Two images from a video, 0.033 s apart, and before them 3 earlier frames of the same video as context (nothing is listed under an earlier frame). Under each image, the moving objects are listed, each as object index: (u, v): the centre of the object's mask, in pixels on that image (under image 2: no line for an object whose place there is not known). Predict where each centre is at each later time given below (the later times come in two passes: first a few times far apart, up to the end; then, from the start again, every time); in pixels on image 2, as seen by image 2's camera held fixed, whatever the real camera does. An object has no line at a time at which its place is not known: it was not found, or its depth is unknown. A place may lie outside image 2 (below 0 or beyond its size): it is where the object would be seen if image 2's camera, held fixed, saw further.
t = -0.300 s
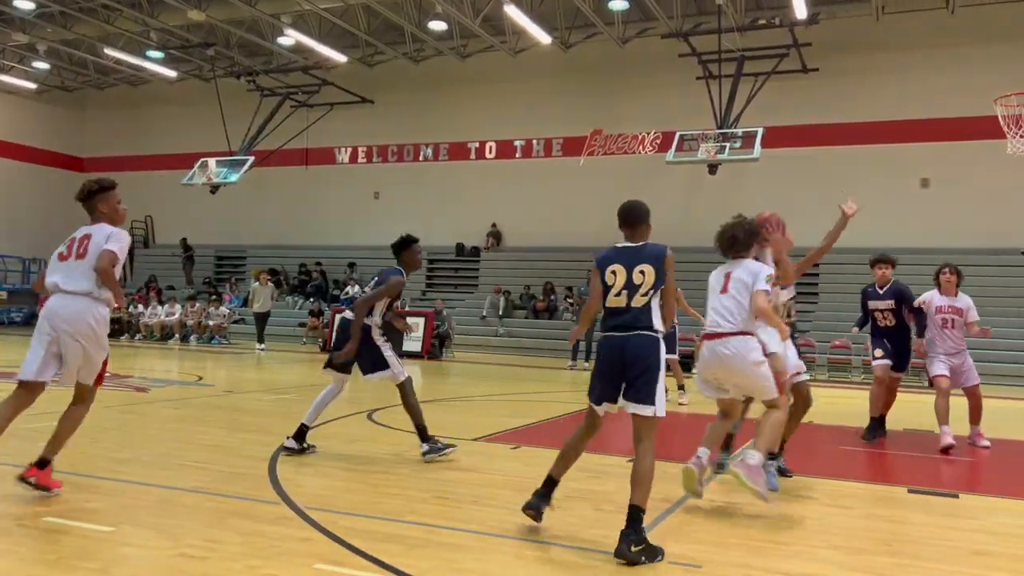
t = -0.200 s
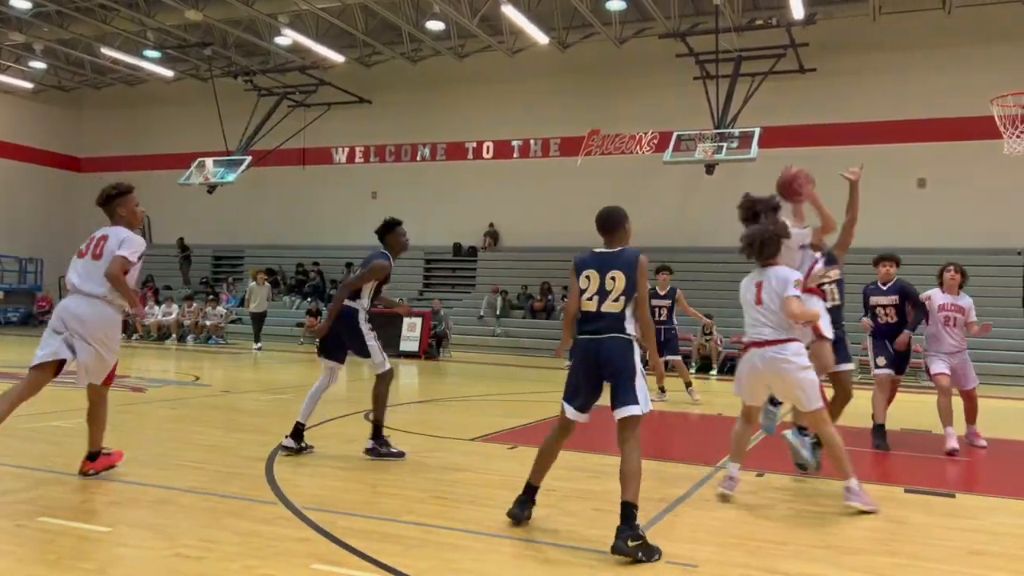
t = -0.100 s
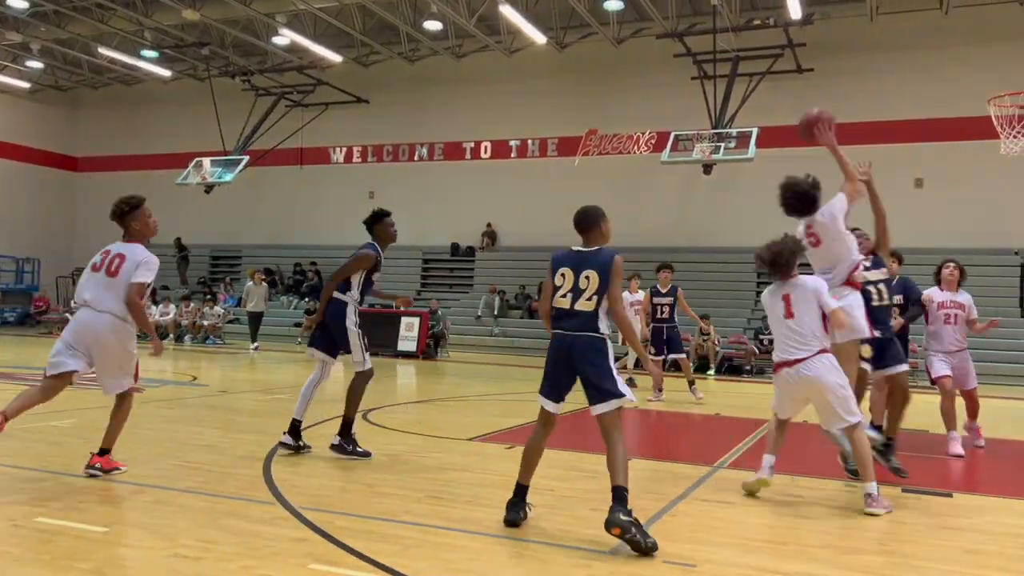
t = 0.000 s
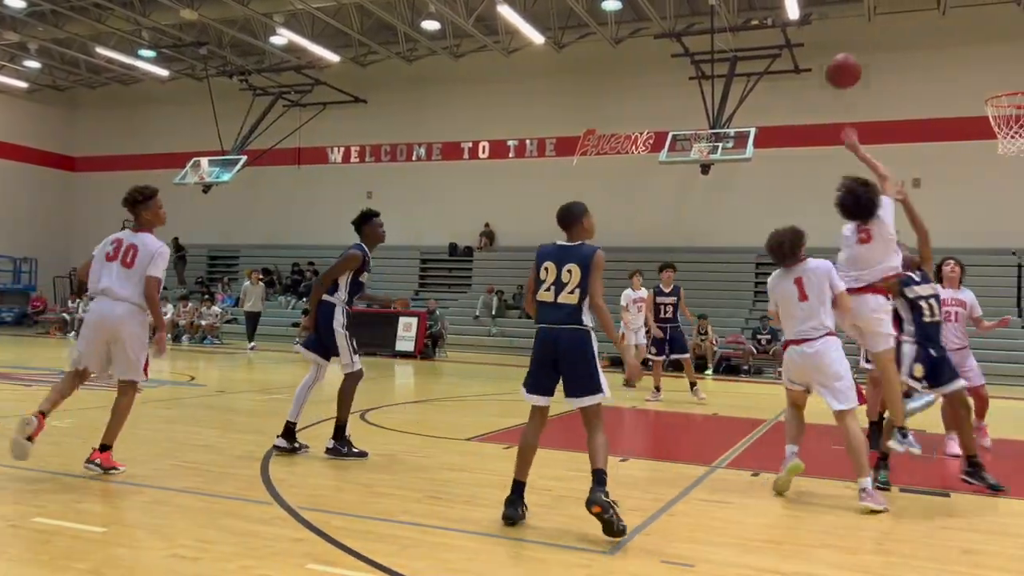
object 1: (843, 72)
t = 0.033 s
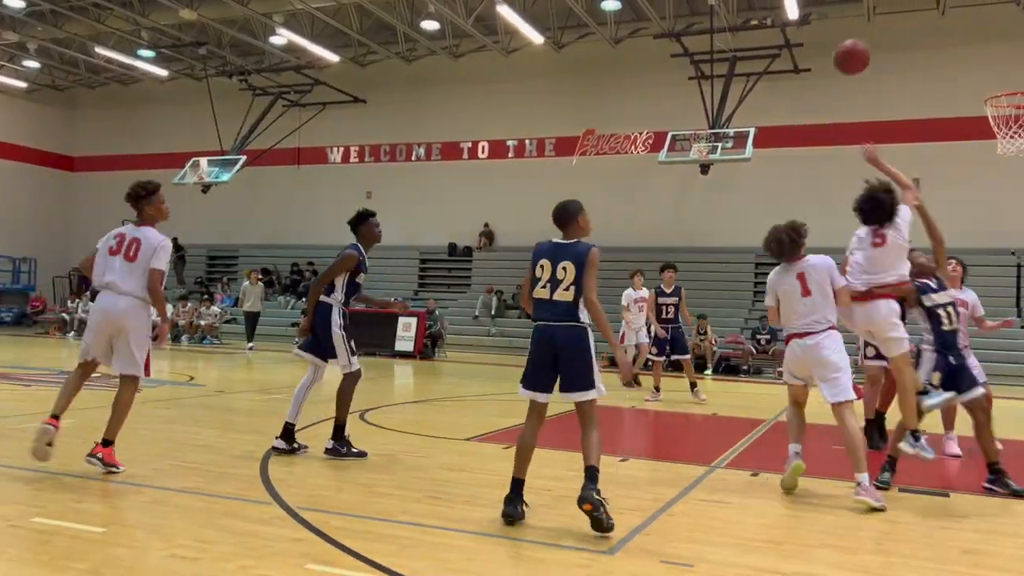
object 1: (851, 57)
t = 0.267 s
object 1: (910, 9)
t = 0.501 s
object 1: (960, 24)
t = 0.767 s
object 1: (982, 86)
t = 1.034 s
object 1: (919, 123)
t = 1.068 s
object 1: (913, 135)
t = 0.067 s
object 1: (861, 44)
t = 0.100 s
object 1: (870, 34)
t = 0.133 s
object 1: (879, 25)
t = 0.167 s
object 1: (888, 17)
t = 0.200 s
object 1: (895, 13)
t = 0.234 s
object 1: (903, 10)
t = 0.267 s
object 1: (910, 9)
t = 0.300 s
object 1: (918, 8)
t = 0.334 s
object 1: (926, 8)
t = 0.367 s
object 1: (933, 9)
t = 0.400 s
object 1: (941, 10)
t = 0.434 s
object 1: (948, 13)
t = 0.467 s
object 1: (954, 17)
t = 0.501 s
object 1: (960, 24)
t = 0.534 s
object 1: (966, 32)
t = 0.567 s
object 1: (973, 42)
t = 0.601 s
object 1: (978, 52)
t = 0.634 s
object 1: (984, 63)
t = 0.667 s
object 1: (990, 76)
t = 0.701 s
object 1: (994, 89)
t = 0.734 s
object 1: (989, 87)
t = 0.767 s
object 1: (982, 86)
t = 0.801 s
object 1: (975, 86)
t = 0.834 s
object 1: (968, 87)
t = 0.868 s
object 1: (960, 90)
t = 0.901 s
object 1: (953, 94)
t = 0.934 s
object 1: (945, 99)
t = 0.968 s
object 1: (937, 105)
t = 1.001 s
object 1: (929, 113)
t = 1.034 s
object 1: (919, 123)
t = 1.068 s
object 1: (913, 135)
